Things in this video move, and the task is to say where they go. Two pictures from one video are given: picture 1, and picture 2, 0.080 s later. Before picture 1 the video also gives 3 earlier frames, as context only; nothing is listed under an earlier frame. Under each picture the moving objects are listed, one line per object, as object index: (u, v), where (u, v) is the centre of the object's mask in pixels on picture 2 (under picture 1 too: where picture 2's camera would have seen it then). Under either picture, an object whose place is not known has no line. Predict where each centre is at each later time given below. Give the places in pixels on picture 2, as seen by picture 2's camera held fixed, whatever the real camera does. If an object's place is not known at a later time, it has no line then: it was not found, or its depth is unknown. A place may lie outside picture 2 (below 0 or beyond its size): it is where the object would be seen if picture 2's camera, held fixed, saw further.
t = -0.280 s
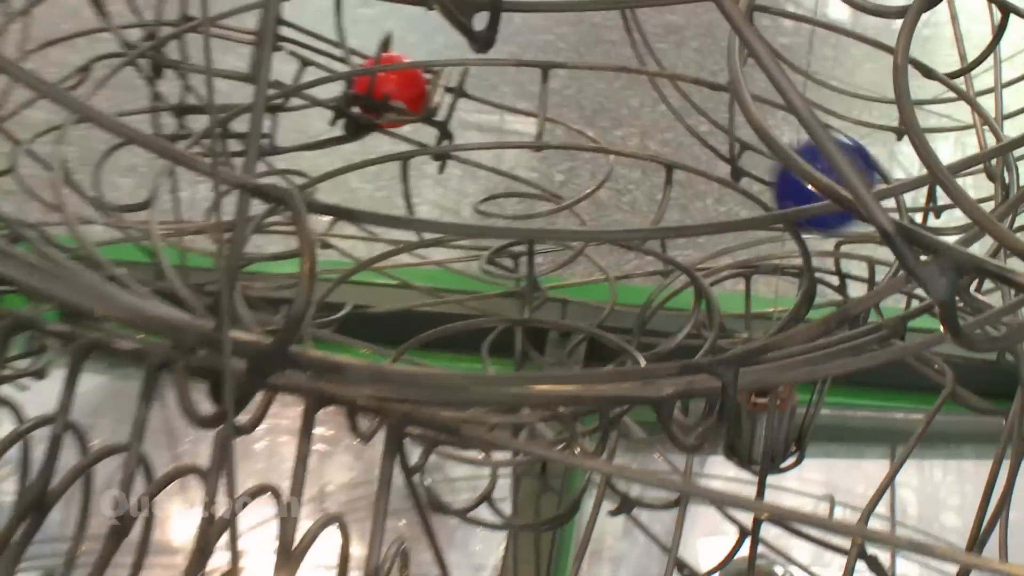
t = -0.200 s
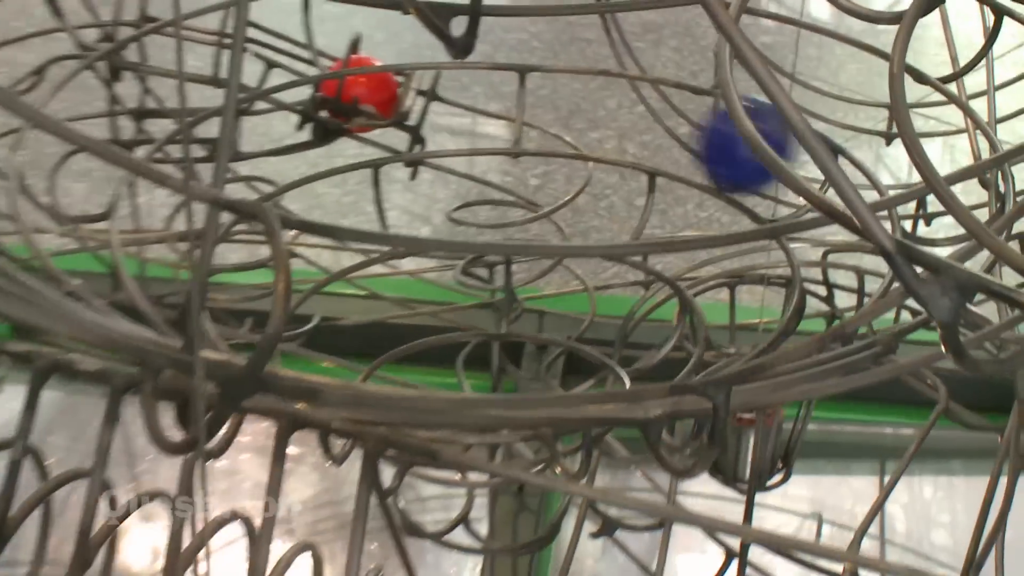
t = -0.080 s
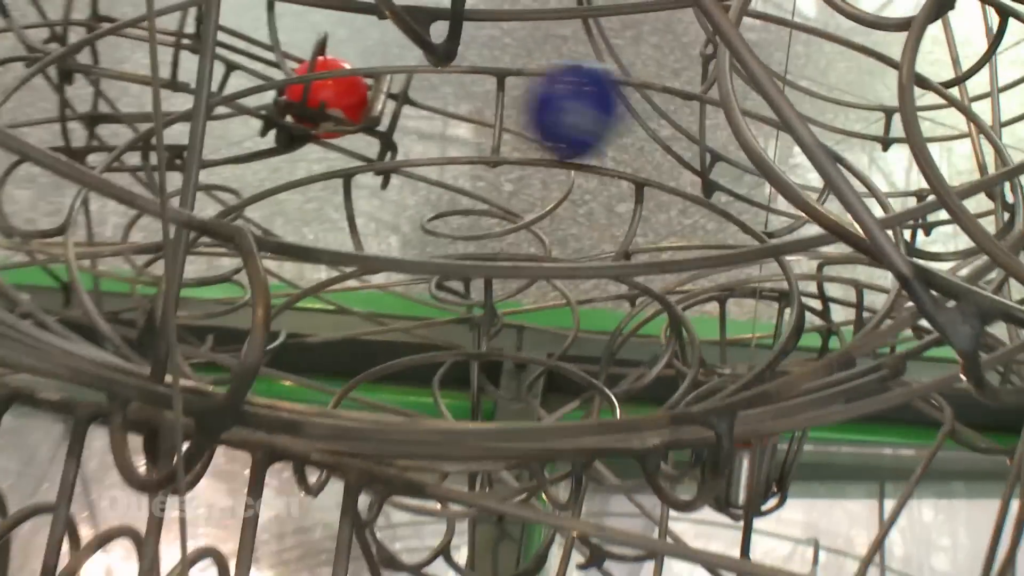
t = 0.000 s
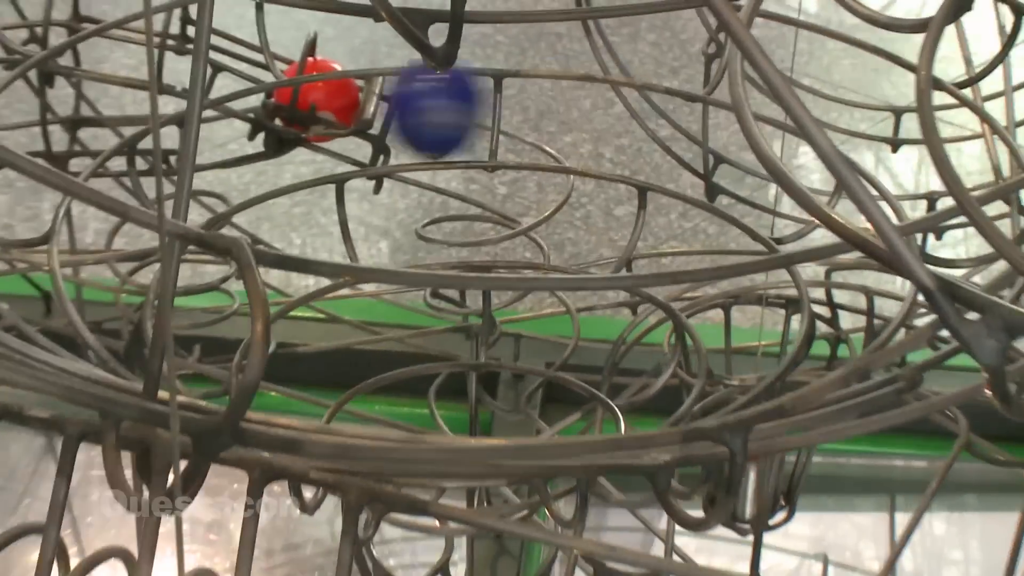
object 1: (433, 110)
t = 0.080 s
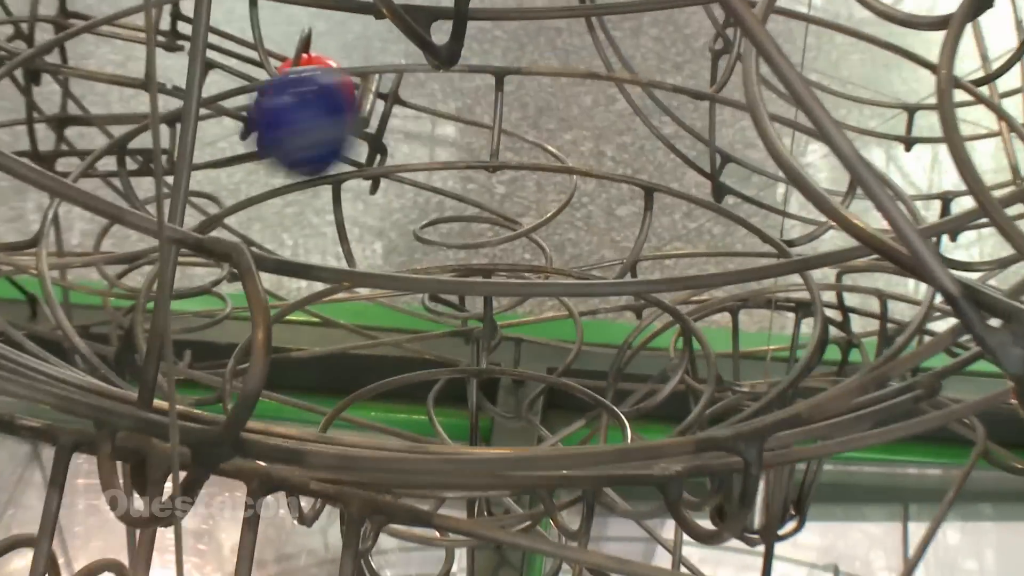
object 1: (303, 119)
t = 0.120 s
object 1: (248, 134)
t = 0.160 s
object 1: (191, 160)
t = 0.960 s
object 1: (523, 204)
